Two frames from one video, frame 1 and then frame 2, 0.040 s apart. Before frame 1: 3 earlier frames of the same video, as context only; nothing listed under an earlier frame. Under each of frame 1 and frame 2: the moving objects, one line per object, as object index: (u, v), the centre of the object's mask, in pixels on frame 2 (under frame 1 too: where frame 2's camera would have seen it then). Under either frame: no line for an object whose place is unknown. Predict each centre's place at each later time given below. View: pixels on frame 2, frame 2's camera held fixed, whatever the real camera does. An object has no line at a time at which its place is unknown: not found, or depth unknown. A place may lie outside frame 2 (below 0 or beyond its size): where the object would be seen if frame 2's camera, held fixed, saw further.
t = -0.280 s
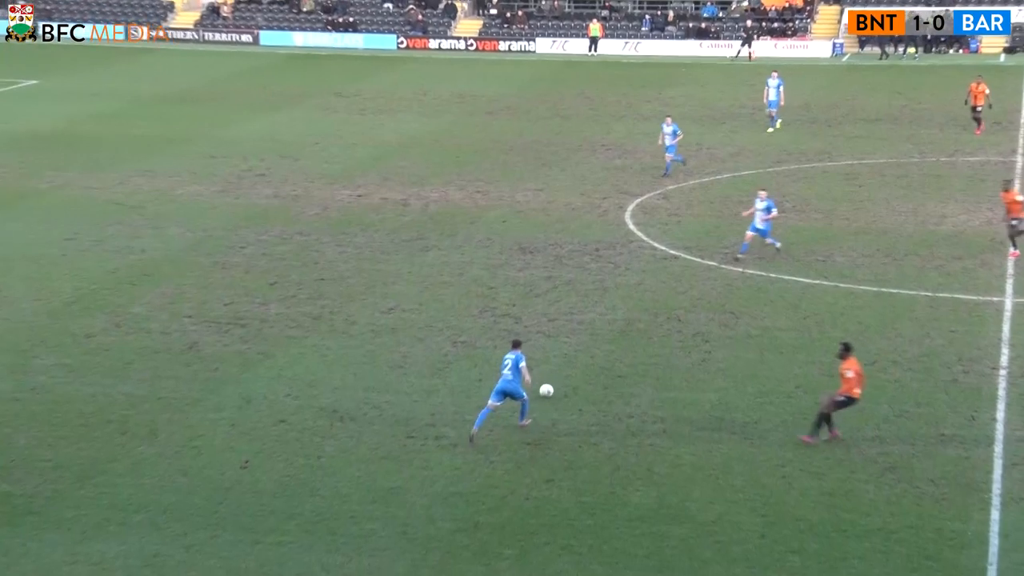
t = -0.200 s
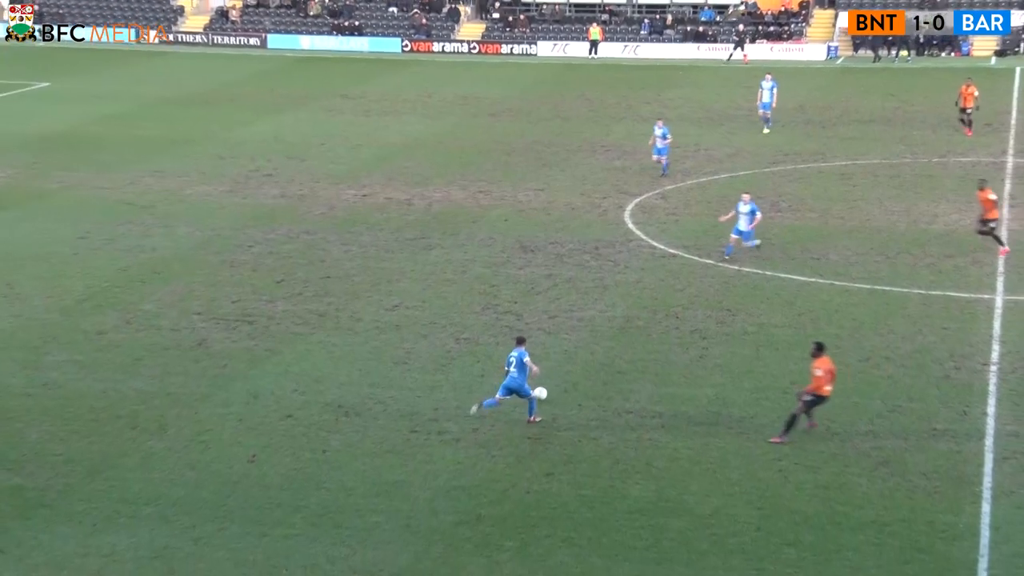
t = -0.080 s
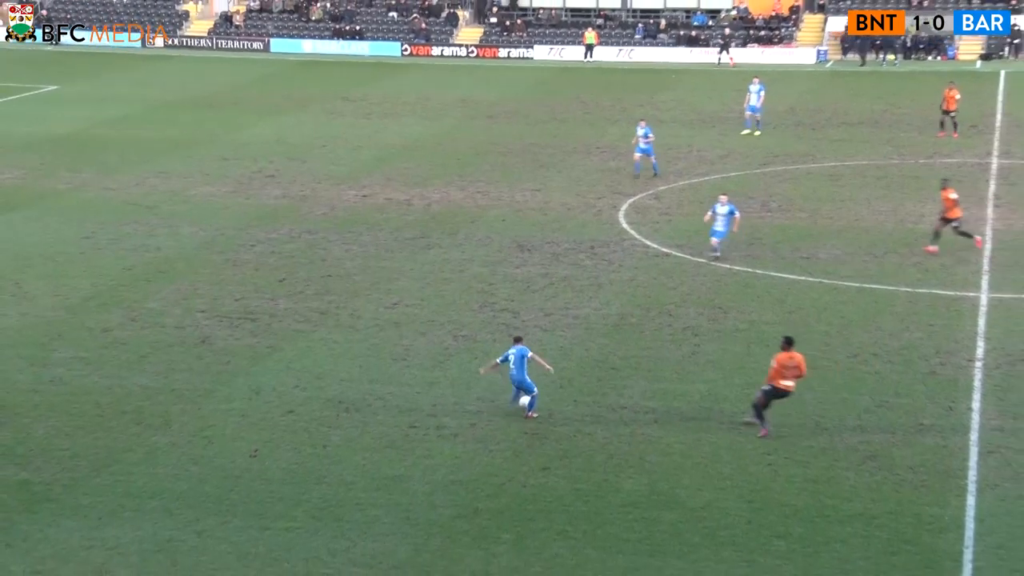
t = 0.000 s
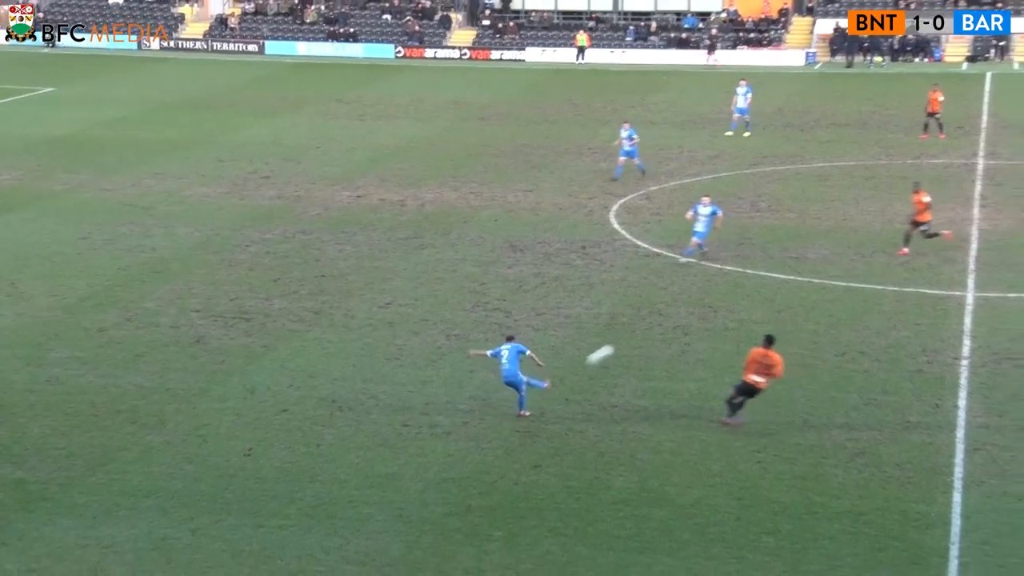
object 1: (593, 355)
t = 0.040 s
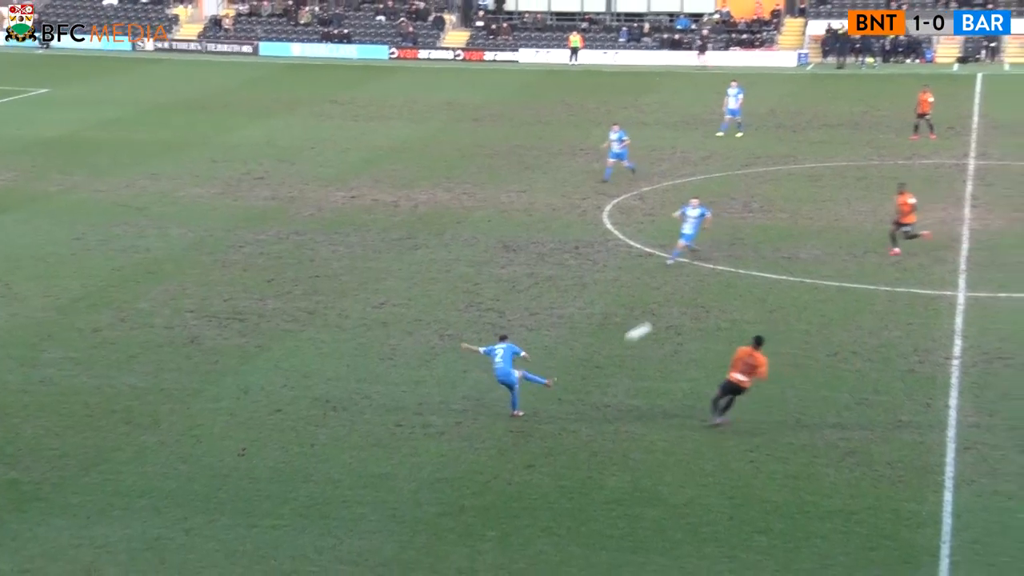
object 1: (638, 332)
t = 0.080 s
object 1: (683, 309)
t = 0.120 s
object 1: (728, 289)
